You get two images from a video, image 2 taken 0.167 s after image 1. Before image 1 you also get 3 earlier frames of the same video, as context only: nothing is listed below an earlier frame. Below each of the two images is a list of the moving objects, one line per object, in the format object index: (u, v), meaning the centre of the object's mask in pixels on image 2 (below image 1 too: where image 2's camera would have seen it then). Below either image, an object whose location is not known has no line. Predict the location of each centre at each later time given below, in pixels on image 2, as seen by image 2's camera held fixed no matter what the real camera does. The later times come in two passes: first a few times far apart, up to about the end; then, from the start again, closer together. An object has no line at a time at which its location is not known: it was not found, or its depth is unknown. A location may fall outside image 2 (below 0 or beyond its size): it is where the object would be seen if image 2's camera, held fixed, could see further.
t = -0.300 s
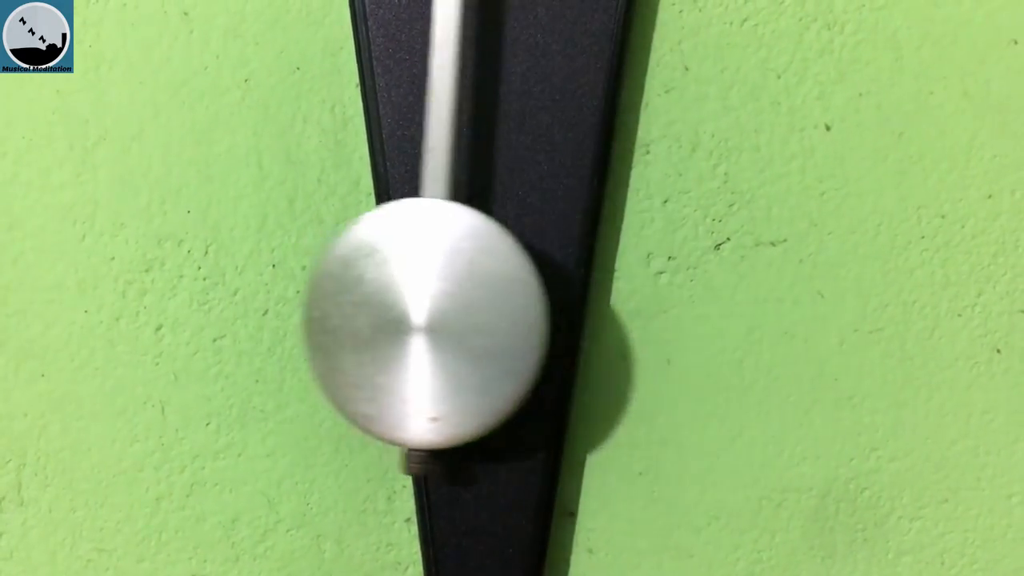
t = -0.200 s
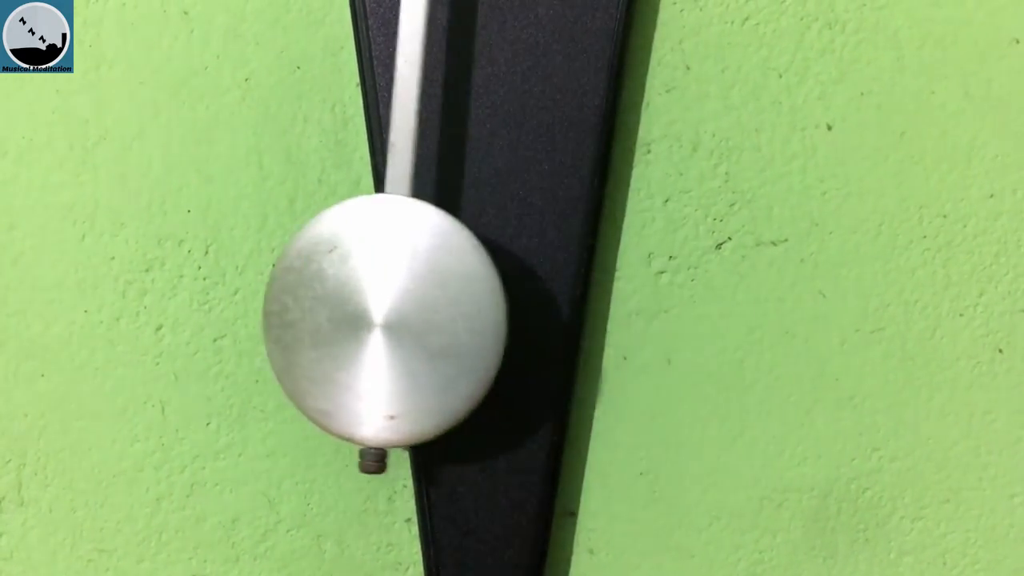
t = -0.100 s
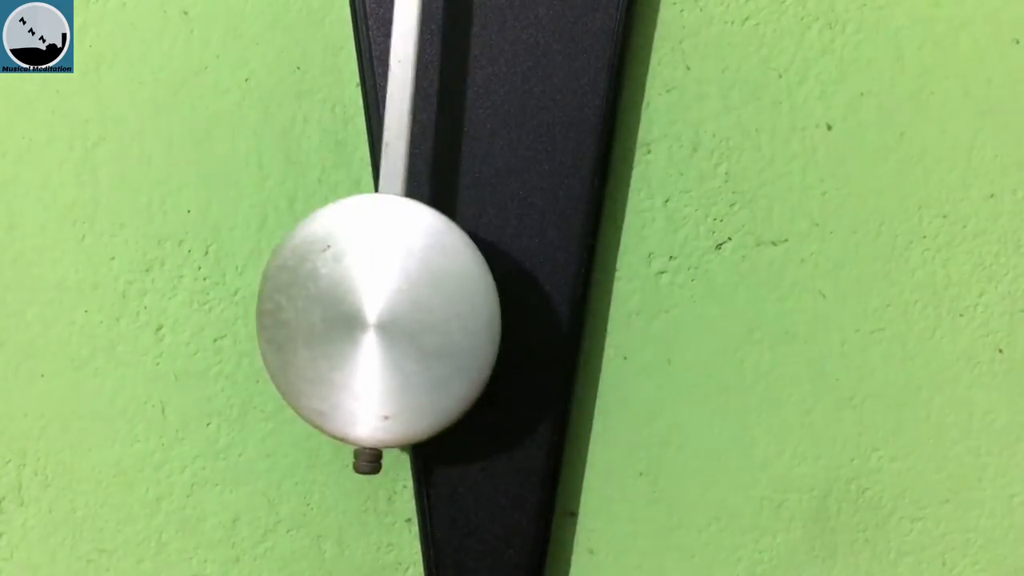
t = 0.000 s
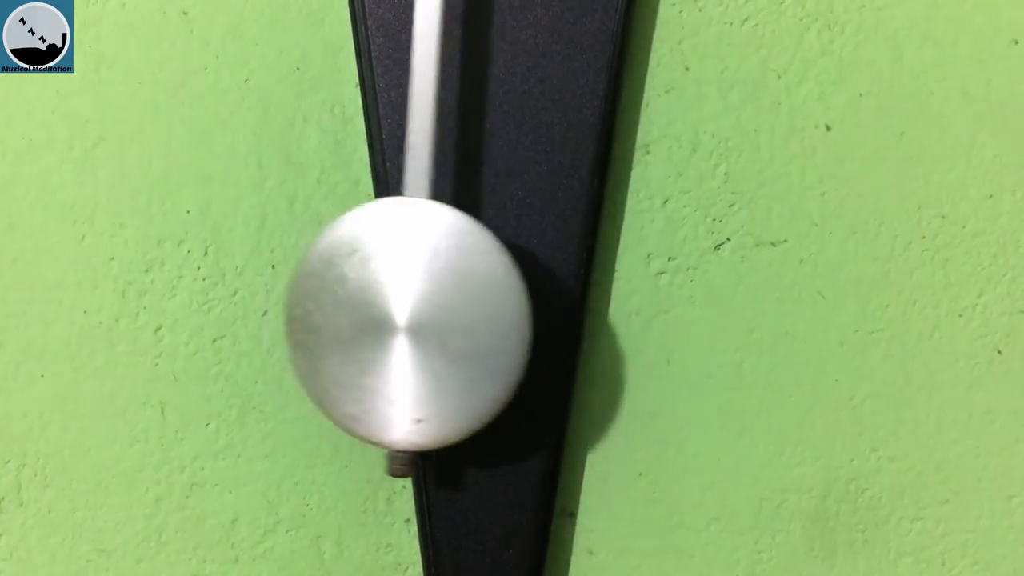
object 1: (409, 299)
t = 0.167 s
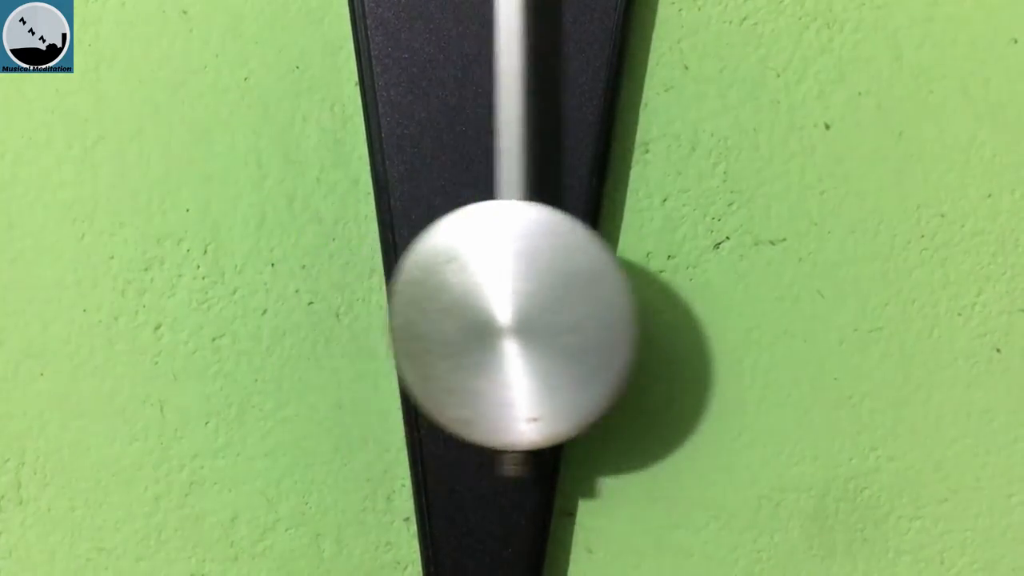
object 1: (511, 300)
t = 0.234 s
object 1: (555, 297)
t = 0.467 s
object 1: (635, 298)
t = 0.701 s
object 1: (537, 299)
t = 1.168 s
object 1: (406, 298)
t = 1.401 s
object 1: (550, 299)
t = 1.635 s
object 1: (636, 299)
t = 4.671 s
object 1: (400, 302)
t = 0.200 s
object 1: (533, 299)
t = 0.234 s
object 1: (555, 297)
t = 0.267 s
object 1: (576, 297)
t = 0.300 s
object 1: (594, 297)
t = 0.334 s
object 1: (609, 296)
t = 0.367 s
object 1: (622, 296)
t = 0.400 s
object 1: (630, 297)
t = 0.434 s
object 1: (635, 297)
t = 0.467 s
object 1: (635, 298)
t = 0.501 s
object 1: (632, 298)
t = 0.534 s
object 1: (624, 298)
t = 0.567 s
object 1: (613, 298)
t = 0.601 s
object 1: (597, 299)
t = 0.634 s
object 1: (579, 299)
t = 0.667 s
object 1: (559, 299)
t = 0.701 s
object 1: (537, 299)
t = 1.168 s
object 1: (406, 298)
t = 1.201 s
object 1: (422, 298)
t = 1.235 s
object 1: (441, 297)
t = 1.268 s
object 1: (461, 297)
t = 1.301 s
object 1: (484, 298)
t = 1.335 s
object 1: (506, 298)
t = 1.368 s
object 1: (527, 299)
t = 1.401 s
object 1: (550, 299)
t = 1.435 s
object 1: (571, 299)
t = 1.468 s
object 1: (589, 299)
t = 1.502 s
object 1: (606, 299)
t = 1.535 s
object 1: (619, 299)
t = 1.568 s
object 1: (629, 299)
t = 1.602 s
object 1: (635, 299)
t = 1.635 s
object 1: (636, 299)
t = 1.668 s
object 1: (633, 300)
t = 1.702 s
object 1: (627, 300)
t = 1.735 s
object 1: (616, 300)
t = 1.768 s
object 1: (601, 300)
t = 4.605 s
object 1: (382, 302)
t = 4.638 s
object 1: (389, 302)
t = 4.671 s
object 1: (400, 302)
